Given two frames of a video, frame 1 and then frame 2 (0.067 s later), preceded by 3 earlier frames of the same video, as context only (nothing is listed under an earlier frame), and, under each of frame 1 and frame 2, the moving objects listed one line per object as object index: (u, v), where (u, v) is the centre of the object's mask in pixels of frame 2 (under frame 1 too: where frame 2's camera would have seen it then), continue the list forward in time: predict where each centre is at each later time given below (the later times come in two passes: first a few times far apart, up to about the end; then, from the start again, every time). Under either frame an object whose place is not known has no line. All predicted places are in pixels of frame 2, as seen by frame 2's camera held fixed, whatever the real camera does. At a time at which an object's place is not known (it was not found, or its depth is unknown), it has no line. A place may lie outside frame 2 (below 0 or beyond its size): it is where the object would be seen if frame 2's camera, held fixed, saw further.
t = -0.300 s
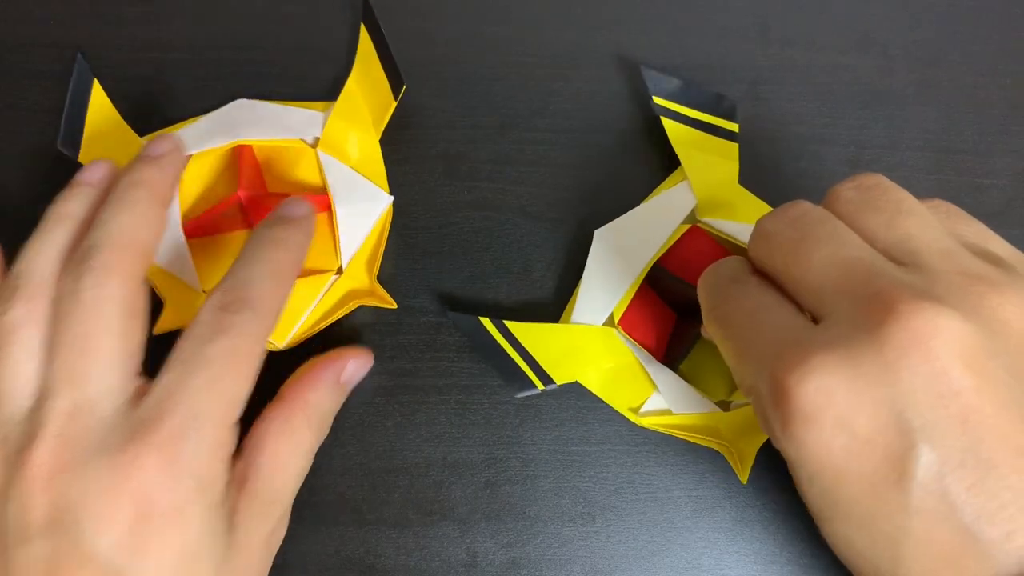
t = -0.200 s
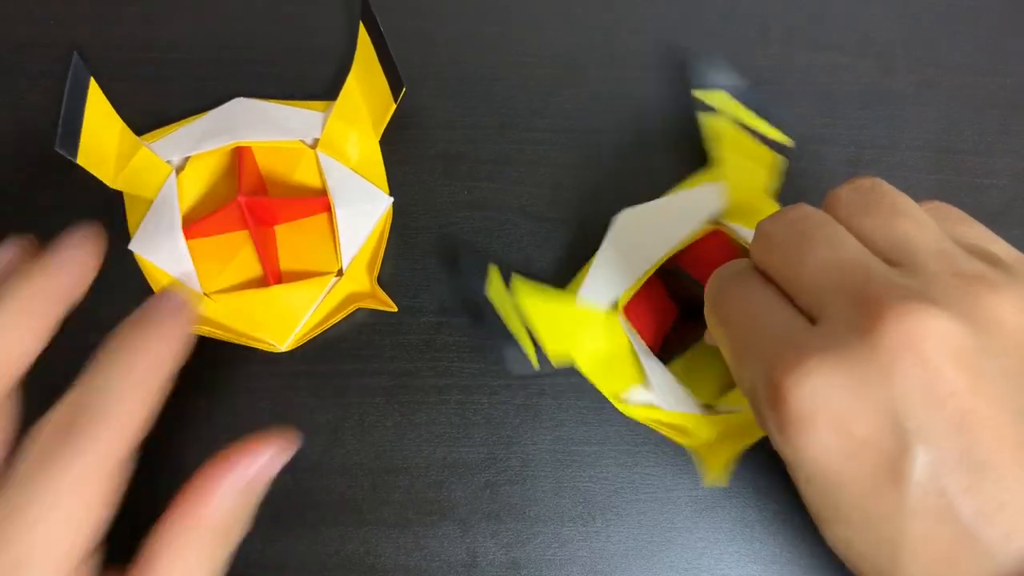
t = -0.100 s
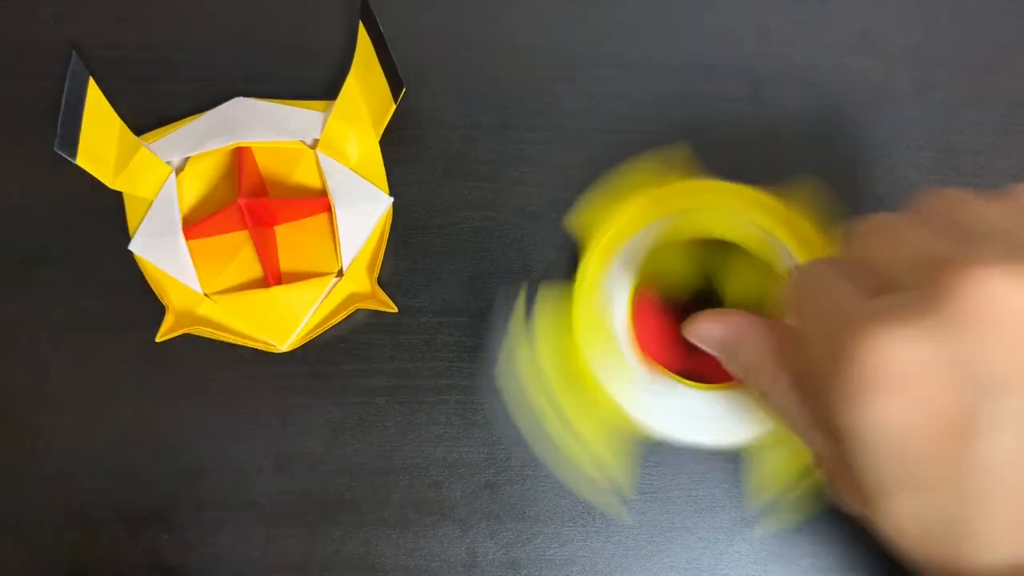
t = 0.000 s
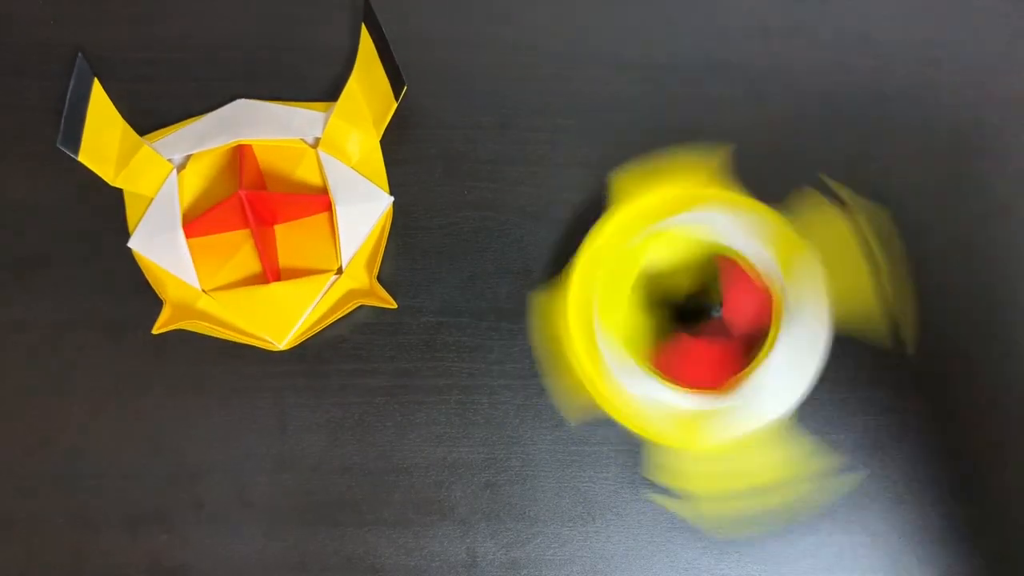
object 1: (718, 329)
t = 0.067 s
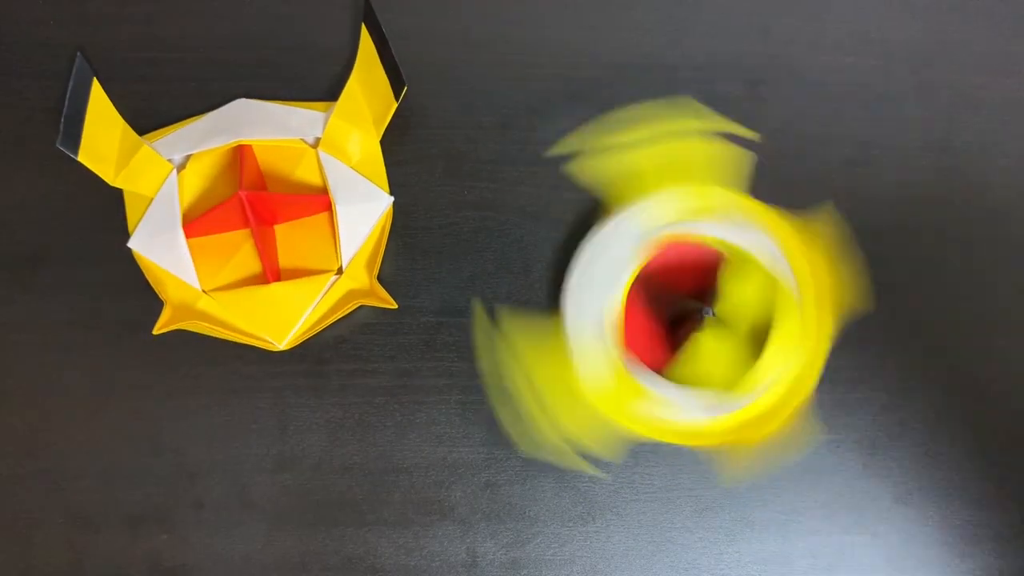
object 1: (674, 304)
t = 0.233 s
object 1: (693, 311)
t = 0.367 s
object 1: (695, 337)
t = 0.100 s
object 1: (705, 298)
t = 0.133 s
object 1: (724, 324)
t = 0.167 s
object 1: (705, 346)
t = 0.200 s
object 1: (677, 330)
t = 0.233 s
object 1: (693, 311)
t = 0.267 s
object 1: (719, 308)
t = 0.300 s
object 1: (735, 326)
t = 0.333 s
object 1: (724, 345)
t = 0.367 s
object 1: (695, 337)
